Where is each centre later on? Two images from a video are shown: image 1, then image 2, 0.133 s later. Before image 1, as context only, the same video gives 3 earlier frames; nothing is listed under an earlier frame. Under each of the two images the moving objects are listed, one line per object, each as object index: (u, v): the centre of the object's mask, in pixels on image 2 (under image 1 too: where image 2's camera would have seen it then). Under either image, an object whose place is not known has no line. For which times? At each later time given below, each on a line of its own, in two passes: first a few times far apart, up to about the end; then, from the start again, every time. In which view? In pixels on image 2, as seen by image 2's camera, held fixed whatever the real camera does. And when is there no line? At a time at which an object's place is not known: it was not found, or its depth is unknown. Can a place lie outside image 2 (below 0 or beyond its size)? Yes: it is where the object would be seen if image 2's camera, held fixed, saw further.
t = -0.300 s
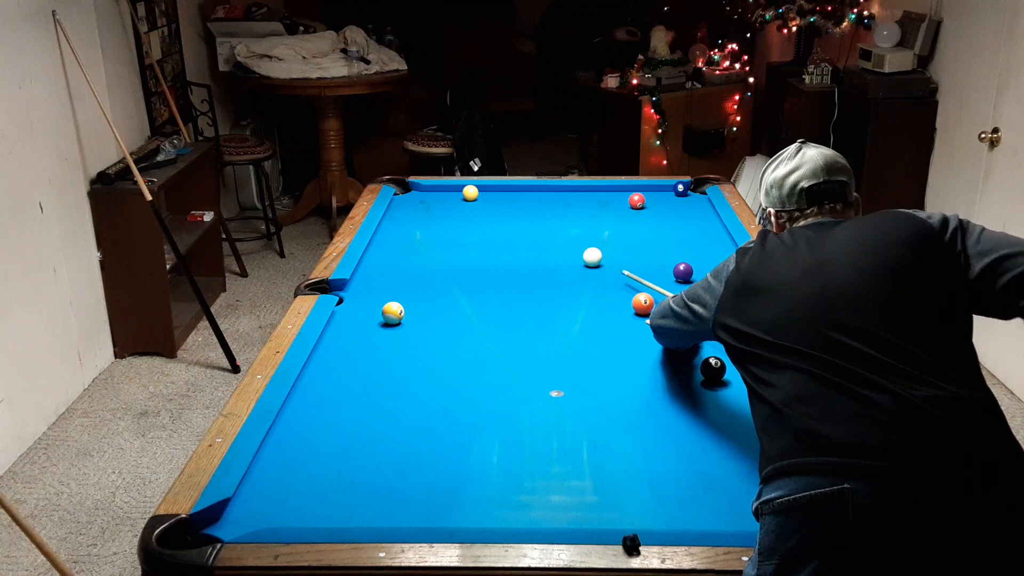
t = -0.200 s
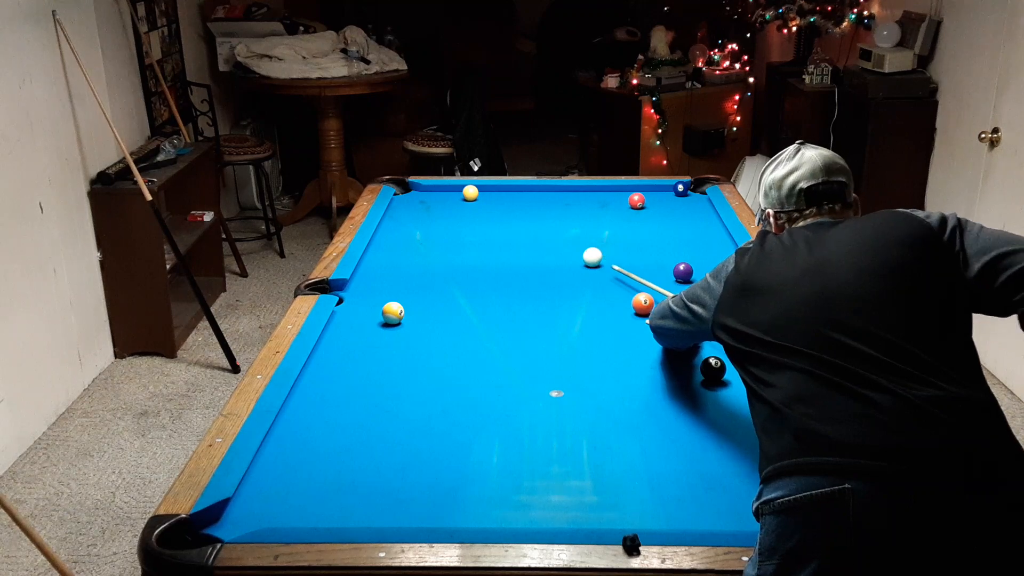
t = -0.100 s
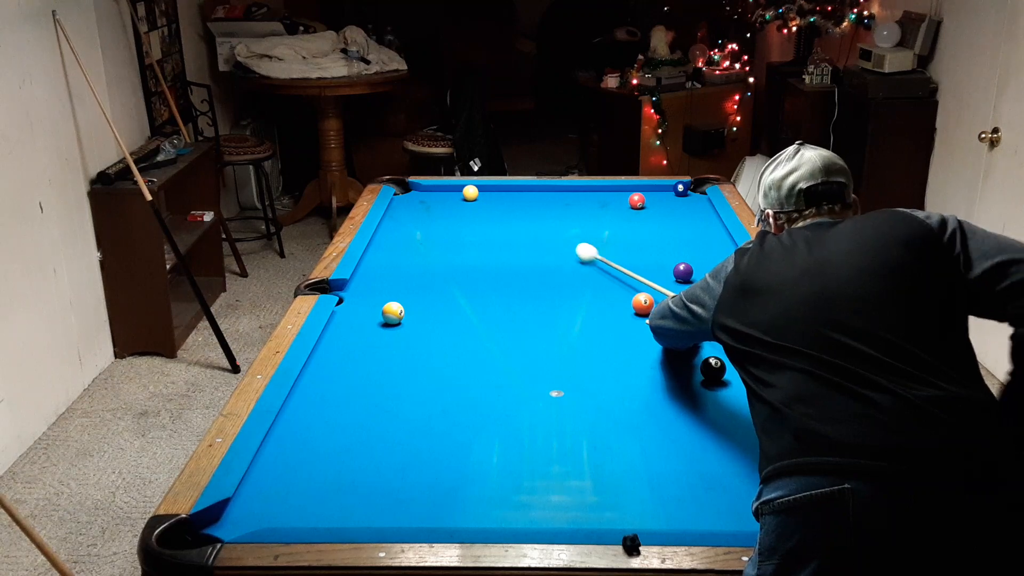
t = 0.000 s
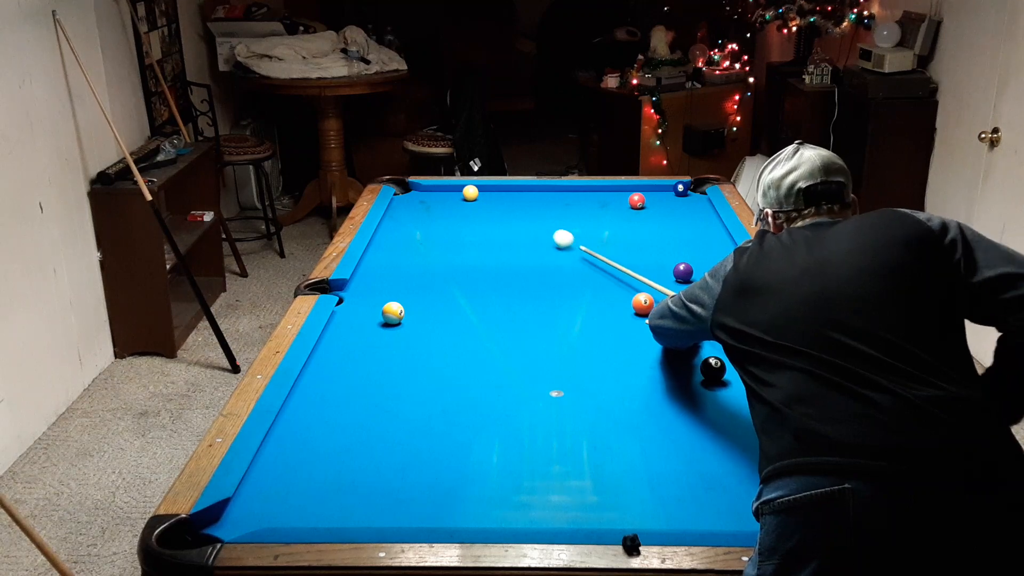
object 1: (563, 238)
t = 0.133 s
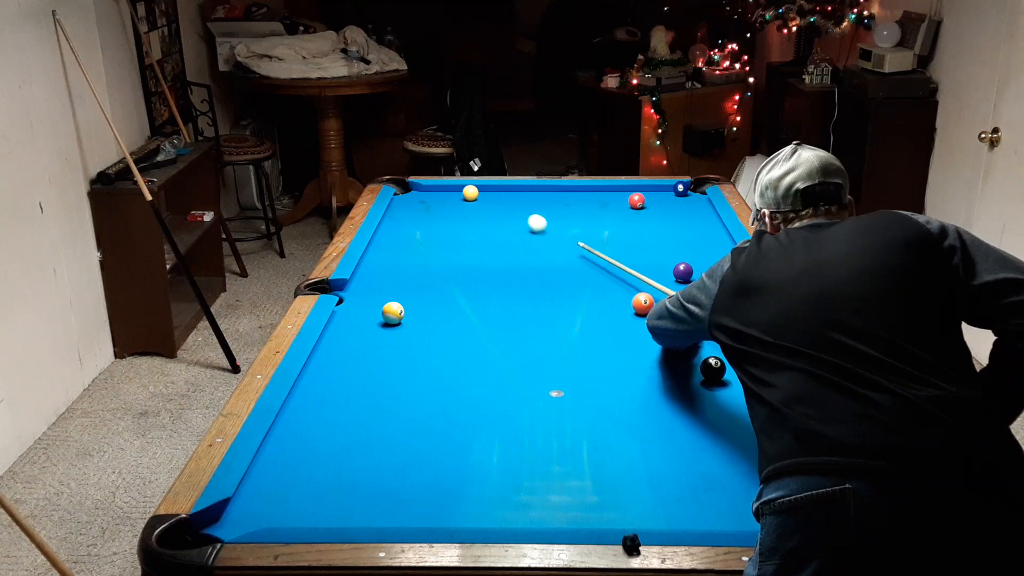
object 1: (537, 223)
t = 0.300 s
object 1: (508, 206)
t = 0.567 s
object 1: (488, 189)
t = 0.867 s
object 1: (490, 208)
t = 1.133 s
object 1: (492, 225)
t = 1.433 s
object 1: (494, 246)
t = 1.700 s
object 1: (497, 267)
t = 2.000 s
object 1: (499, 293)
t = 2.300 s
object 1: (503, 322)
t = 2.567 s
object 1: (507, 351)
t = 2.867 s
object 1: (511, 387)
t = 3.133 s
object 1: (517, 423)
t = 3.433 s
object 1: (523, 469)
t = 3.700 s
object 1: (530, 514)
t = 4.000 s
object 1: (538, 488)
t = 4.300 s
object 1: (546, 456)
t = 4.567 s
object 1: (551, 433)
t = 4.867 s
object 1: (559, 410)
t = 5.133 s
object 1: (563, 393)
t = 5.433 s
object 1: (568, 375)
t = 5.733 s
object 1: (572, 361)
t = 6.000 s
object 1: (574, 349)
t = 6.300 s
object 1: (577, 339)
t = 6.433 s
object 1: (578, 334)
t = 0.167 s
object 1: (531, 219)
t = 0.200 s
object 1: (525, 216)
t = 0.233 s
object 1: (519, 213)
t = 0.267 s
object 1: (514, 209)
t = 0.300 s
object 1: (508, 206)
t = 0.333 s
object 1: (503, 203)
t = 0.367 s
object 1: (497, 200)
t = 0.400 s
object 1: (492, 197)
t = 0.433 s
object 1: (487, 193)
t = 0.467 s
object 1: (487, 191)
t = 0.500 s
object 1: (487, 188)
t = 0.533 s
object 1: (487, 187)
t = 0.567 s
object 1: (488, 189)
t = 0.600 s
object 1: (488, 191)
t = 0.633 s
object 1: (488, 193)
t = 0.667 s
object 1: (489, 196)
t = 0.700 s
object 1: (489, 198)
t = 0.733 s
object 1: (489, 200)
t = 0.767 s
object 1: (489, 202)
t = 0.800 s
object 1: (489, 204)
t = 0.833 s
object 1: (490, 205)
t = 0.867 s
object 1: (490, 208)
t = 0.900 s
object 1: (490, 210)
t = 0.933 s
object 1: (490, 212)
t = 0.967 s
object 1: (491, 214)
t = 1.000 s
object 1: (491, 216)
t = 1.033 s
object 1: (491, 218)
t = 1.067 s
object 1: (491, 220)
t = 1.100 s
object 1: (492, 222)
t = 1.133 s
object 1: (492, 225)
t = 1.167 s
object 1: (492, 227)
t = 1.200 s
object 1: (492, 229)
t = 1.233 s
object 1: (493, 232)
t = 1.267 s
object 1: (493, 234)
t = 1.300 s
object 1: (493, 236)
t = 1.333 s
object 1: (493, 239)
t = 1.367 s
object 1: (494, 241)
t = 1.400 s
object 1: (494, 244)
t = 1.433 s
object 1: (494, 246)
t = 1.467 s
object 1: (494, 249)
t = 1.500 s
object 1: (495, 251)
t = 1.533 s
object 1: (495, 254)
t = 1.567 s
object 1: (496, 256)
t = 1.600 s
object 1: (496, 259)
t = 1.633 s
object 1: (496, 262)
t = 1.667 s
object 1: (496, 264)
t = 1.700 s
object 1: (497, 267)
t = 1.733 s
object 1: (497, 270)
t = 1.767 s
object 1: (497, 273)
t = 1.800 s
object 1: (497, 276)
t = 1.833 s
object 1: (498, 278)
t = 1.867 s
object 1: (498, 281)
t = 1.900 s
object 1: (499, 284)
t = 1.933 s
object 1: (499, 287)
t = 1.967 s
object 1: (499, 290)
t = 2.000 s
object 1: (499, 293)
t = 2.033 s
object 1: (500, 296)
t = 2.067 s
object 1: (500, 299)
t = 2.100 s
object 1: (501, 303)
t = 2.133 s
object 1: (501, 306)
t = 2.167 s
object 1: (501, 309)
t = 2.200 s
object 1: (502, 312)
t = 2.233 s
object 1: (502, 315)
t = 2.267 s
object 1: (502, 319)
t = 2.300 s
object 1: (503, 322)
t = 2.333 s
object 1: (503, 325)
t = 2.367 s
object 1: (504, 329)
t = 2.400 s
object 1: (504, 332)
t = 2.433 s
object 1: (505, 336)
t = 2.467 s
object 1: (505, 339)
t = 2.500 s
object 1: (506, 343)
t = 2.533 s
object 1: (506, 347)
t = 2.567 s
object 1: (507, 351)
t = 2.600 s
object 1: (507, 354)
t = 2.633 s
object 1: (507, 358)
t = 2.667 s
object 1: (508, 362)
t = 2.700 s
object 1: (508, 366)
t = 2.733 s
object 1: (509, 370)
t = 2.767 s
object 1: (510, 374)
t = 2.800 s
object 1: (510, 378)
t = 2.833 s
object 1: (511, 382)
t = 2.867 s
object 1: (511, 387)
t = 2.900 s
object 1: (512, 391)
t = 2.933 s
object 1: (513, 395)
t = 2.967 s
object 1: (513, 399)
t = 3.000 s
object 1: (514, 404)
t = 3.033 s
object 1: (515, 408)
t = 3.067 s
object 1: (515, 413)
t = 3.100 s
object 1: (516, 418)
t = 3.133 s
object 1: (517, 423)
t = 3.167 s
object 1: (517, 428)
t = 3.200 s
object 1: (518, 433)
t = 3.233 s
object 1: (519, 438)
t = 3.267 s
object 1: (519, 443)
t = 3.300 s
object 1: (520, 448)
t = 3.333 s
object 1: (521, 453)
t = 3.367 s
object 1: (522, 458)
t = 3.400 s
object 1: (522, 464)
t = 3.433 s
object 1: (523, 469)
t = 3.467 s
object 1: (524, 474)
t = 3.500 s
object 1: (525, 480)
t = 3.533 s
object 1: (525, 486)
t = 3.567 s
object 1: (526, 492)
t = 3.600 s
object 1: (527, 498)
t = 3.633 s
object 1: (528, 504)
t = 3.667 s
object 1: (529, 509)
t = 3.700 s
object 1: (530, 514)
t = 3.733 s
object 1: (531, 516)
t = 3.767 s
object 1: (532, 514)
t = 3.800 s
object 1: (533, 511)
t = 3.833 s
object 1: (533, 508)
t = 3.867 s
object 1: (534, 504)
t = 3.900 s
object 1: (535, 500)
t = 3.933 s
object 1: (536, 496)
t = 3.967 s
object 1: (537, 492)
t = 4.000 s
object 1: (538, 488)
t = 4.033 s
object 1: (539, 484)
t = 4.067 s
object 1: (540, 481)
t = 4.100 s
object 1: (541, 477)
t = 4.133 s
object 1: (541, 473)
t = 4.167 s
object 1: (542, 470)
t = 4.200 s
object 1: (543, 466)
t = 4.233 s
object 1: (544, 463)
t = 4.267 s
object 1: (545, 460)
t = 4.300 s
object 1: (546, 456)
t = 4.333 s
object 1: (546, 453)
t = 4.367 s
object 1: (547, 450)
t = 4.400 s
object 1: (548, 447)
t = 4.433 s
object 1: (549, 444)
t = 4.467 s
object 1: (549, 441)
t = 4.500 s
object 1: (550, 438)
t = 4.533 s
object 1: (551, 436)
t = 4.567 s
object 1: (551, 433)
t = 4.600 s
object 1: (552, 430)
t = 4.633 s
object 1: (553, 428)
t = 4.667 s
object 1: (554, 425)
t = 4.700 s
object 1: (555, 422)
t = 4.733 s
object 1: (555, 420)
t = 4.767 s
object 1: (556, 418)
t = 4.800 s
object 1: (557, 415)
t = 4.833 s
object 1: (558, 412)
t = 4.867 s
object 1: (559, 410)
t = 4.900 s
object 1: (559, 408)
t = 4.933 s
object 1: (560, 405)
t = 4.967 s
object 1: (560, 403)
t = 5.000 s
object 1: (561, 401)
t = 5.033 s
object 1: (562, 399)
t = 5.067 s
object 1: (562, 397)
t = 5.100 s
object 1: (563, 394)
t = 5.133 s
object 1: (563, 393)
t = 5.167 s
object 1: (564, 391)
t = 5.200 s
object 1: (564, 388)
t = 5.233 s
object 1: (565, 386)
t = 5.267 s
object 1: (565, 385)
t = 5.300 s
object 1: (566, 383)
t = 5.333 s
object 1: (566, 381)
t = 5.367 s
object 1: (567, 379)
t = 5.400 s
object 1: (568, 377)
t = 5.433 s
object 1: (568, 375)
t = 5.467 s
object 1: (568, 374)
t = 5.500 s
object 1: (569, 372)
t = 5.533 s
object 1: (569, 370)
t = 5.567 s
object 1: (569, 369)
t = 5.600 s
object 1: (570, 367)
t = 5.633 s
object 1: (570, 365)
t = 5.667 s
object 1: (571, 364)
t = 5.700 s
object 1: (571, 362)
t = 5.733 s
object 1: (572, 361)
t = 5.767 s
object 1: (572, 359)
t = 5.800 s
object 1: (572, 358)
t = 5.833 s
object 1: (573, 357)
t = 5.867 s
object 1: (573, 355)
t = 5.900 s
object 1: (573, 354)
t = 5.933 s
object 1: (574, 352)
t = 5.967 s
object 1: (574, 351)
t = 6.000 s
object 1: (574, 349)
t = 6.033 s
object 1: (575, 348)
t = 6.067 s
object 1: (575, 347)
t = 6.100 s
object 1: (575, 346)
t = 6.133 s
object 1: (576, 345)
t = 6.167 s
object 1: (576, 343)
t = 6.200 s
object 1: (576, 342)
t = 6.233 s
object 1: (577, 341)
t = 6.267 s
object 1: (577, 340)
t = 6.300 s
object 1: (577, 339)
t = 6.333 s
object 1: (578, 338)
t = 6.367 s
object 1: (578, 337)
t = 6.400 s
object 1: (578, 335)
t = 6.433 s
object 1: (578, 334)
